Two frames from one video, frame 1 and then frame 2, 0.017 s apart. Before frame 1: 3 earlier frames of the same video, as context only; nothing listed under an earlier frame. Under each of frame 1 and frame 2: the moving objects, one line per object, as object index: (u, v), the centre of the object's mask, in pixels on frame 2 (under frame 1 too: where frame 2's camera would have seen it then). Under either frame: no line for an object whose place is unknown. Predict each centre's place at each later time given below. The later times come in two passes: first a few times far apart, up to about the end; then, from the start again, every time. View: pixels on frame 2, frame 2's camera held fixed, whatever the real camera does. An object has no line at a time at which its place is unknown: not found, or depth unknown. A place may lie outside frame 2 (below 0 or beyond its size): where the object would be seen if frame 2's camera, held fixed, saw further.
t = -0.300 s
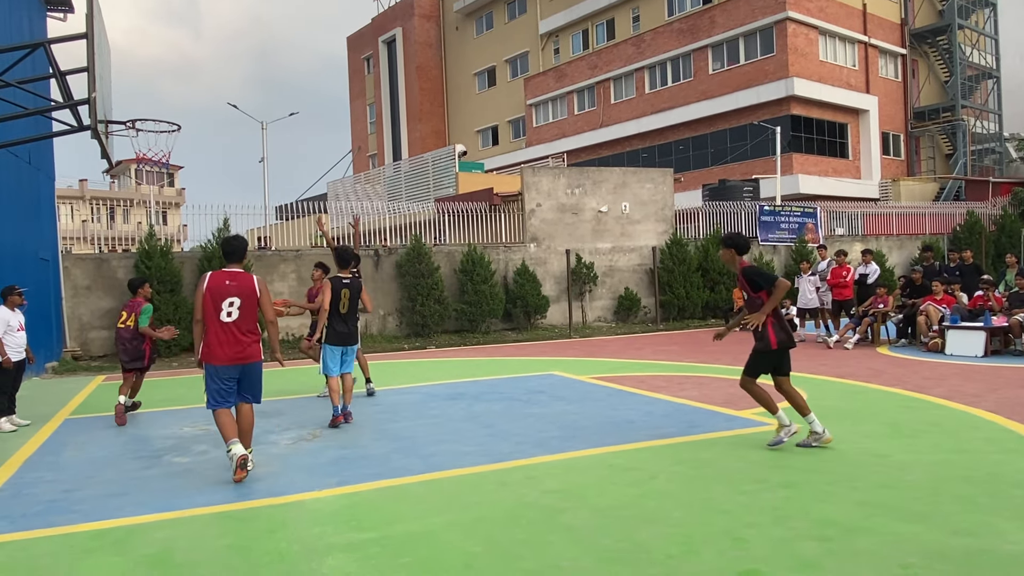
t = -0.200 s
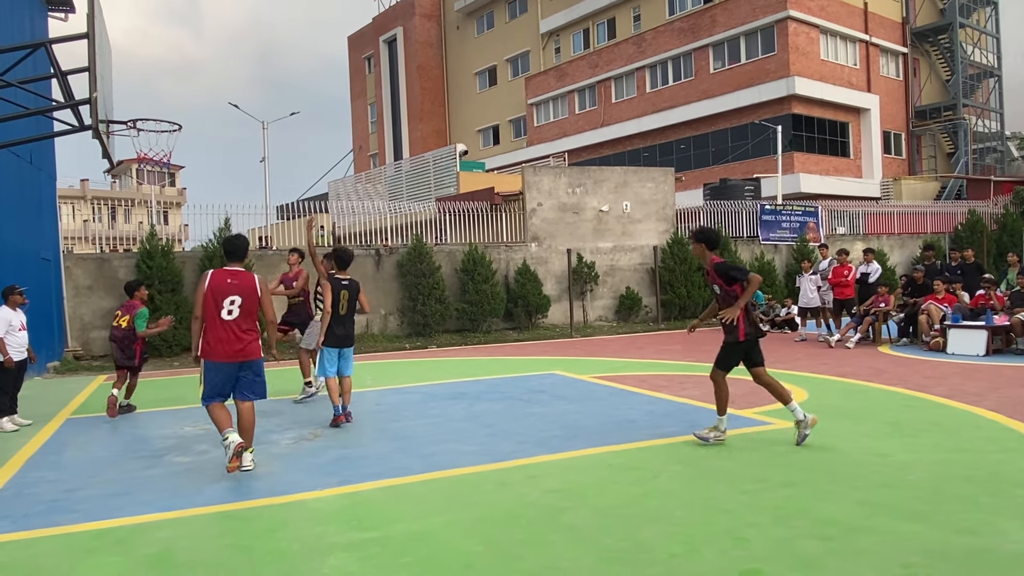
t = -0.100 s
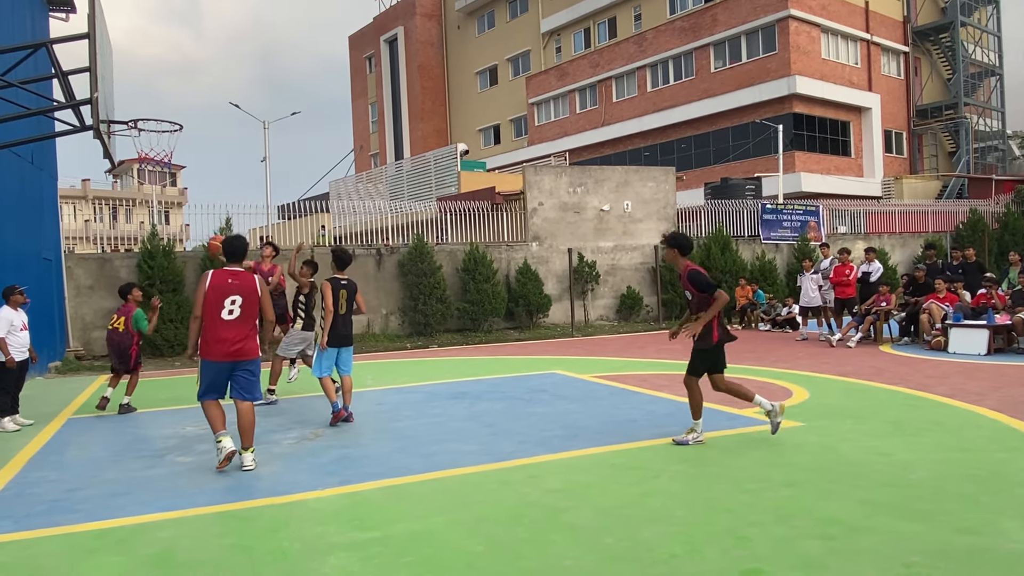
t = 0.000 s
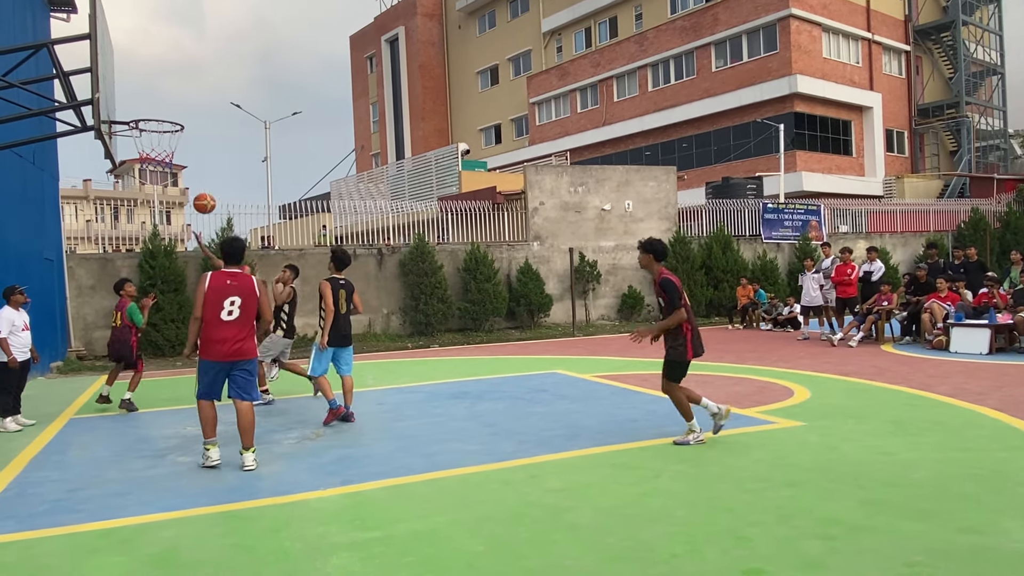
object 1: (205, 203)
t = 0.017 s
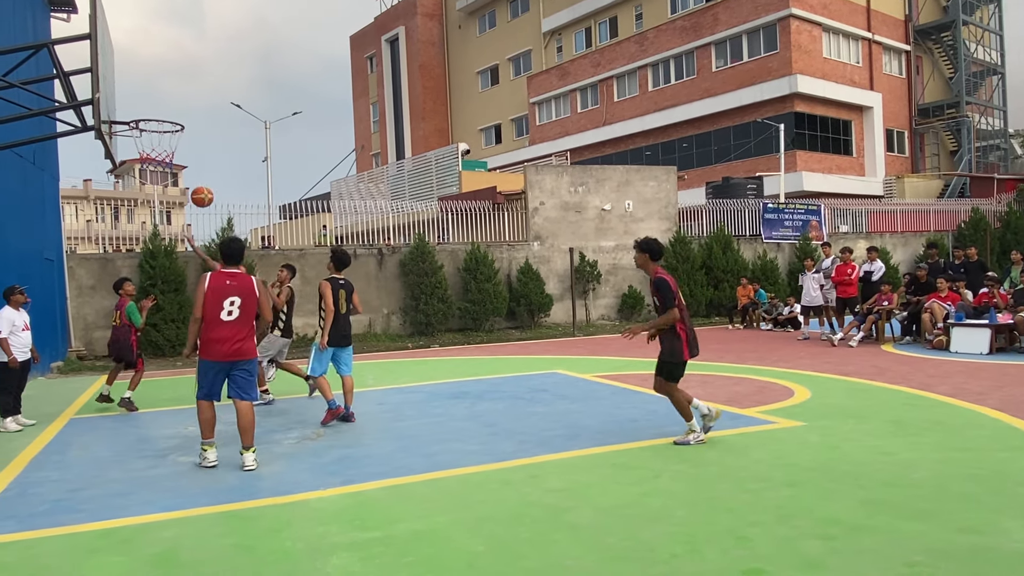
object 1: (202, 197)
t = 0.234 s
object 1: (168, 128)
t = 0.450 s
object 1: (129, 93)
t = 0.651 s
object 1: (143, 103)
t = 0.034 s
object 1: (200, 190)
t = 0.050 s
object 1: (197, 184)
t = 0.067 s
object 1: (194, 178)
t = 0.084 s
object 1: (192, 172)
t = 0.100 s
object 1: (189, 167)
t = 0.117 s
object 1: (187, 161)
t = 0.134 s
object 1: (184, 156)
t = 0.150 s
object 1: (181, 151)
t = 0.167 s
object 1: (179, 145)
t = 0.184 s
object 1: (176, 141)
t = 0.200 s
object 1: (173, 136)
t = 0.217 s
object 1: (171, 132)
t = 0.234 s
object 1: (168, 128)
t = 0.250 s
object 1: (165, 123)
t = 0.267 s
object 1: (162, 120)
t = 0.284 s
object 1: (159, 116)
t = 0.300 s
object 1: (156, 113)
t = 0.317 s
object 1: (153, 109)
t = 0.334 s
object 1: (150, 107)
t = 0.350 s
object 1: (147, 104)
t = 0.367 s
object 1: (144, 102)
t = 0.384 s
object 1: (141, 100)
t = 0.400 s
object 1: (138, 98)
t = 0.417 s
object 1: (135, 96)
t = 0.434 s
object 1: (132, 95)
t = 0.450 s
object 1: (129, 93)
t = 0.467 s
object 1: (126, 92)
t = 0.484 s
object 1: (122, 92)
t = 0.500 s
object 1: (122, 92)
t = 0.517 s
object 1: (124, 92)
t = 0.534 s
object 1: (126, 92)
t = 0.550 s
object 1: (128, 92)
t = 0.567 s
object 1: (131, 93)
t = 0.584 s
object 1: (133, 95)
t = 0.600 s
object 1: (136, 96)
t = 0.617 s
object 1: (138, 98)
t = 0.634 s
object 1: (140, 100)
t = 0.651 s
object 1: (143, 103)
